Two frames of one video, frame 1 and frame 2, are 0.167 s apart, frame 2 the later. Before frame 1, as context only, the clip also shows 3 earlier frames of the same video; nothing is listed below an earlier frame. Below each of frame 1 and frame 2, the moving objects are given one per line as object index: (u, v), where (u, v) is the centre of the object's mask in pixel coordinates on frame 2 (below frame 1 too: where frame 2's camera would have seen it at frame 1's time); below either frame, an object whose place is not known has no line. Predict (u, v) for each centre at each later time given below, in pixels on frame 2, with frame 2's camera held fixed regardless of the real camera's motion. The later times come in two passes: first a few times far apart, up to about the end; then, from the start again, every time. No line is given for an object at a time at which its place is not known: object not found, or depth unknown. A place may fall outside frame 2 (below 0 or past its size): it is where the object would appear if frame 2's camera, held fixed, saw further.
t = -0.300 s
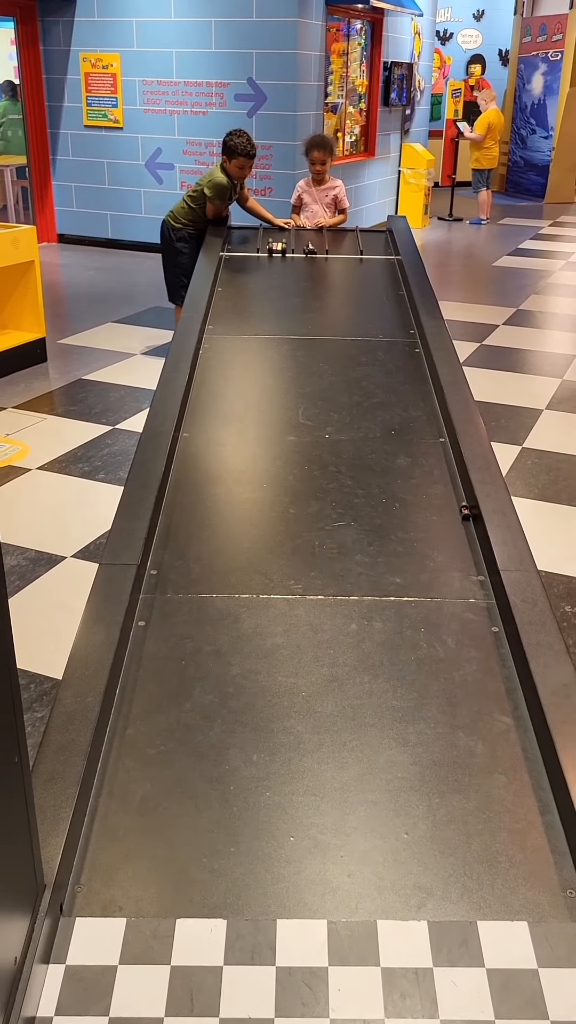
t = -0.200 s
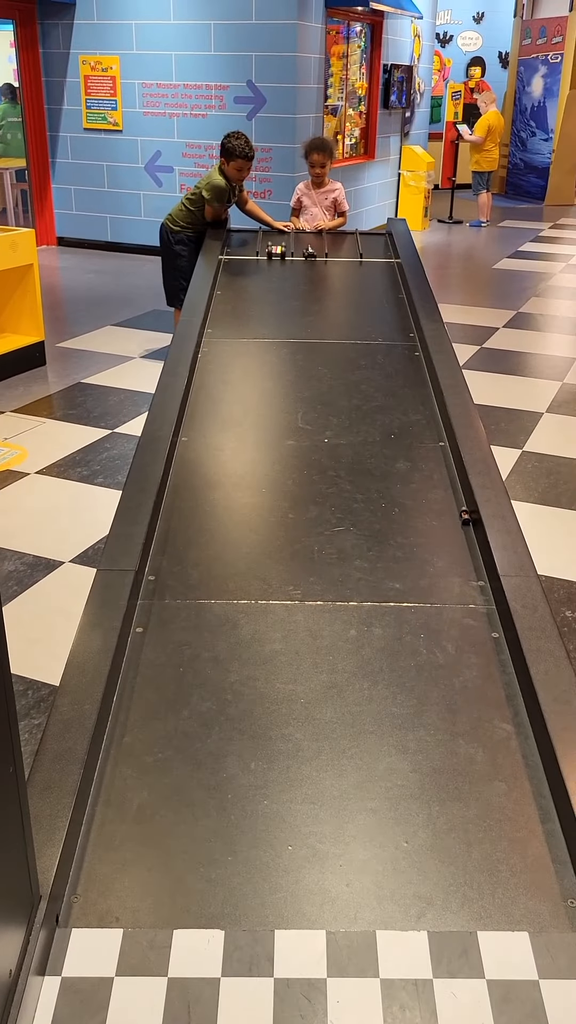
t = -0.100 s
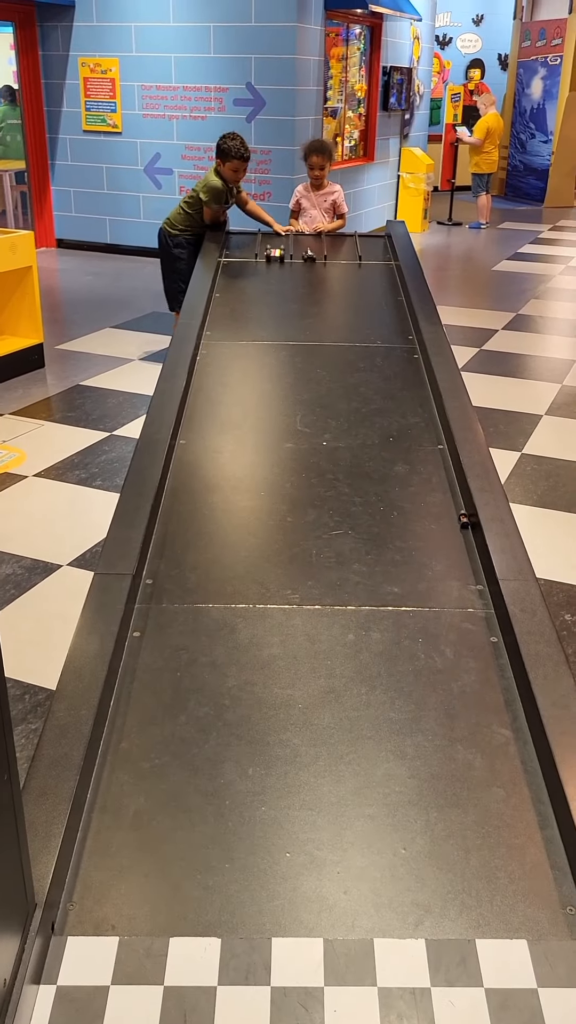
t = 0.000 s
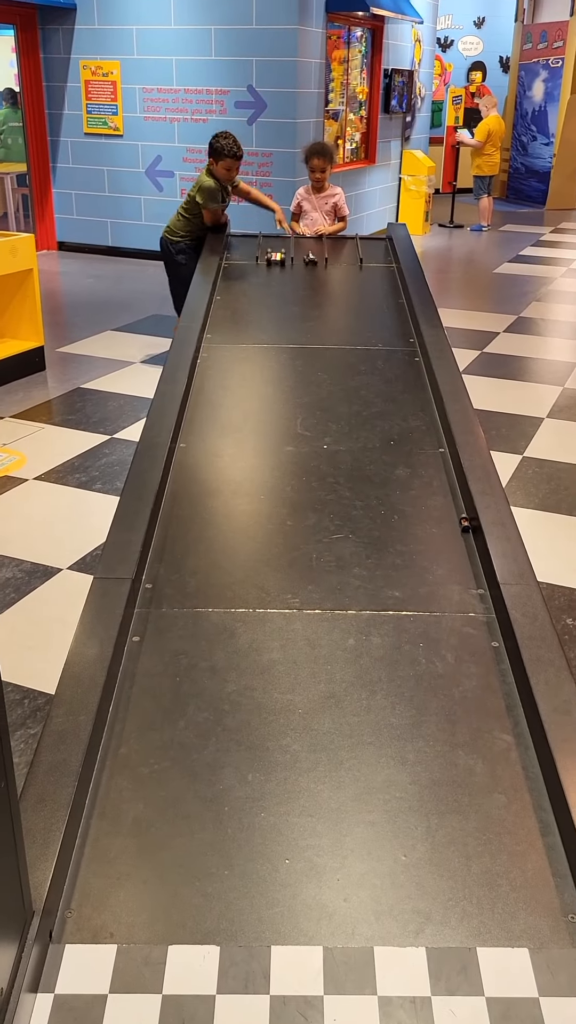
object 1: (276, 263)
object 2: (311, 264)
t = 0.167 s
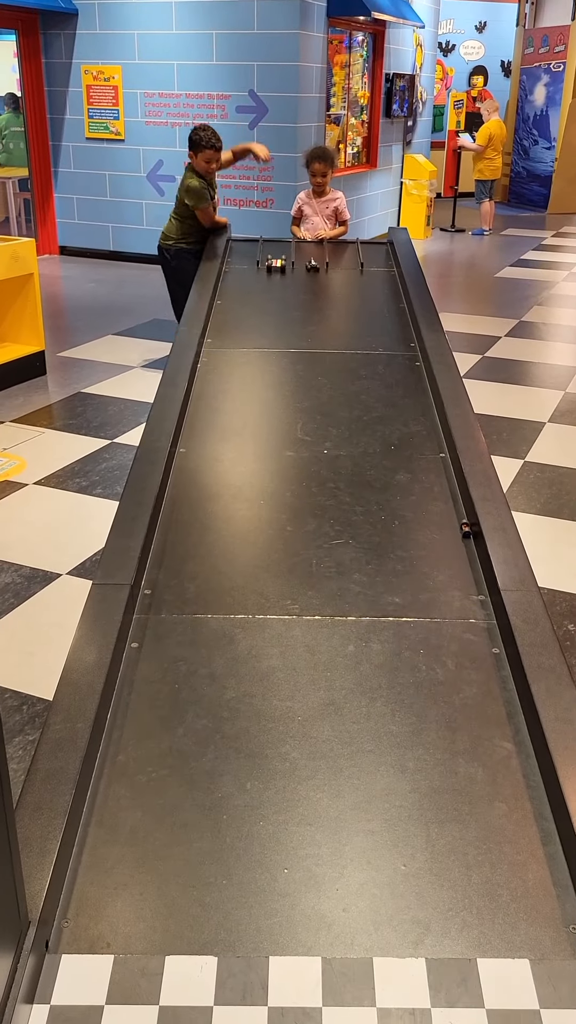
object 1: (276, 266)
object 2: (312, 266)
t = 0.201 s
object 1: (276, 266)
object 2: (313, 266)
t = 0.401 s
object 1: (275, 270)
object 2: (315, 270)
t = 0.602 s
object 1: (274, 276)
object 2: (318, 276)
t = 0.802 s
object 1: (273, 281)
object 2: (321, 281)
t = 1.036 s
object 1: (273, 291)
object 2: (325, 291)
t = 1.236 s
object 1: (272, 300)
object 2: (328, 299)
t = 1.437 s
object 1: (271, 312)
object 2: (331, 310)
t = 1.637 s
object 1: (271, 327)
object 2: (334, 322)
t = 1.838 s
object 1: (270, 345)
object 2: (336, 335)
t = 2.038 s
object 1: (269, 368)
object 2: (338, 350)
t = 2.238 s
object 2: (338, 366)
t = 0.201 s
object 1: (276, 266)
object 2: (313, 266)
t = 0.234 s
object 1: (276, 267)
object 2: (313, 267)
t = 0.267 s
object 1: (275, 267)
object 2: (313, 268)
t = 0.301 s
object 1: (275, 268)
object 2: (314, 269)
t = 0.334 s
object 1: (275, 269)
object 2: (314, 269)
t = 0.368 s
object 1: (275, 269)
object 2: (314, 270)
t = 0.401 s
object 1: (275, 270)
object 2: (315, 270)
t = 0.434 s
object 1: (275, 271)
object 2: (315, 271)
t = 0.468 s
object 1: (275, 272)
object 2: (316, 272)
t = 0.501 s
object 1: (274, 273)
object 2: (316, 273)
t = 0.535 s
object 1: (274, 274)
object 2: (316, 274)
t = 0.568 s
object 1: (274, 275)
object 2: (317, 275)
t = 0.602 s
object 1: (274, 276)
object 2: (318, 276)
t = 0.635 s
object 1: (274, 276)
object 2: (318, 277)
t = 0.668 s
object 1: (274, 278)
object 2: (318, 277)
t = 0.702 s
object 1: (274, 279)
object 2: (319, 278)
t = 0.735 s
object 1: (274, 279)
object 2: (320, 279)
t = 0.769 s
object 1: (273, 280)
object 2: (320, 281)
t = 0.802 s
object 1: (273, 281)
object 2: (321, 281)
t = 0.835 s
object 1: (273, 283)
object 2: (321, 283)
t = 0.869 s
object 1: (273, 284)
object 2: (322, 284)
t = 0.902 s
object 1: (273, 285)
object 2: (322, 285)
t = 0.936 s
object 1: (273, 286)
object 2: (323, 286)
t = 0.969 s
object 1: (273, 288)
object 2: (323, 288)
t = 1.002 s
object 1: (273, 289)
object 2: (324, 289)
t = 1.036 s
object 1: (273, 291)
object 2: (325, 291)
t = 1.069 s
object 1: (273, 292)
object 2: (325, 292)
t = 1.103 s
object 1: (273, 293)
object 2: (326, 294)
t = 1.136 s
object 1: (273, 295)
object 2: (326, 295)
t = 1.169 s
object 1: (272, 296)
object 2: (327, 297)
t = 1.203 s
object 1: (272, 298)
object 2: (327, 298)
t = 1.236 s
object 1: (272, 300)
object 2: (328, 299)
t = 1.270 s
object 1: (272, 302)
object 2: (329, 301)
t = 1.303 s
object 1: (272, 304)
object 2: (329, 303)
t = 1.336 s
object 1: (272, 305)
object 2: (330, 304)
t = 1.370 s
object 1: (272, 307)
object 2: (330, 306)
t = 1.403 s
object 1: (271, 310)
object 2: (331, 308)
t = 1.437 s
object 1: (271, 312)
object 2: (331, 310)
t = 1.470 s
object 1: (271, 314)
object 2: (331, 312)
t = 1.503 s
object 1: (271, 317)
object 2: (332, 313)
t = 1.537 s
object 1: (271, 319)
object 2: (333, 315)
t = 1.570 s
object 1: (271, 321)
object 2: (333, 317)
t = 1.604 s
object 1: (270, 324)
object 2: (334, 319)
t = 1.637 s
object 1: (271, 327)
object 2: (334, 322)
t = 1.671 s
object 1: (270, 330)
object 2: (335, 324)
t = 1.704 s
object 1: (270, 332)
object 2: (335, 326)
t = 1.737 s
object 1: (270, 335)
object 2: (335, 328)
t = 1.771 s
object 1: (270, 338)
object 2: (336, 330)
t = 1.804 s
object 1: (270, 341)
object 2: (336, 333)
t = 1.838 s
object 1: (270, 345)
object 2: (336, 335)
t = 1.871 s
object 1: (270, 348)
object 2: (337, 338)
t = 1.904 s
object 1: (270, 352)
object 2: (337, 341)
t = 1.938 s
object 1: (269, 355)
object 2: (338, 343)
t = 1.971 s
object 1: (269, 360)
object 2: (338, 345)
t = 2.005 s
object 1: (269, 362)
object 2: (338, 348)
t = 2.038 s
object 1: (269, 368)
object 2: (338, 350)
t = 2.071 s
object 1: (269, 372)
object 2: (339, 353)
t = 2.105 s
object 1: (269, 377)
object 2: (338, 356)
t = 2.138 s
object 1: (269, 381)
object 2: (338, 358)
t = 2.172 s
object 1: (269, 386)
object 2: (338, 361)
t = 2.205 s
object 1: (269, 391)
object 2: (338, 364)
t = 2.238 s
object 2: (338, 366)
